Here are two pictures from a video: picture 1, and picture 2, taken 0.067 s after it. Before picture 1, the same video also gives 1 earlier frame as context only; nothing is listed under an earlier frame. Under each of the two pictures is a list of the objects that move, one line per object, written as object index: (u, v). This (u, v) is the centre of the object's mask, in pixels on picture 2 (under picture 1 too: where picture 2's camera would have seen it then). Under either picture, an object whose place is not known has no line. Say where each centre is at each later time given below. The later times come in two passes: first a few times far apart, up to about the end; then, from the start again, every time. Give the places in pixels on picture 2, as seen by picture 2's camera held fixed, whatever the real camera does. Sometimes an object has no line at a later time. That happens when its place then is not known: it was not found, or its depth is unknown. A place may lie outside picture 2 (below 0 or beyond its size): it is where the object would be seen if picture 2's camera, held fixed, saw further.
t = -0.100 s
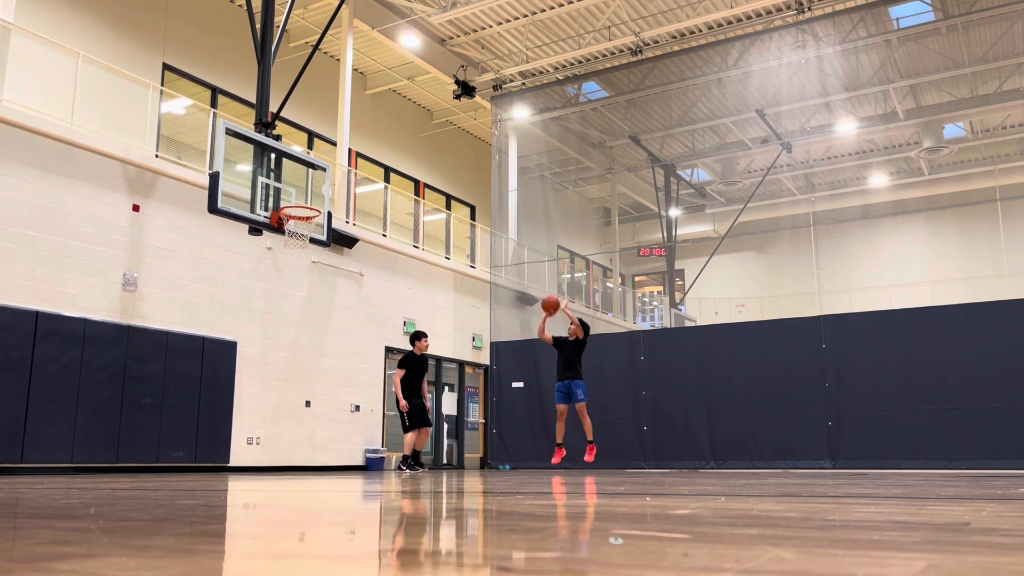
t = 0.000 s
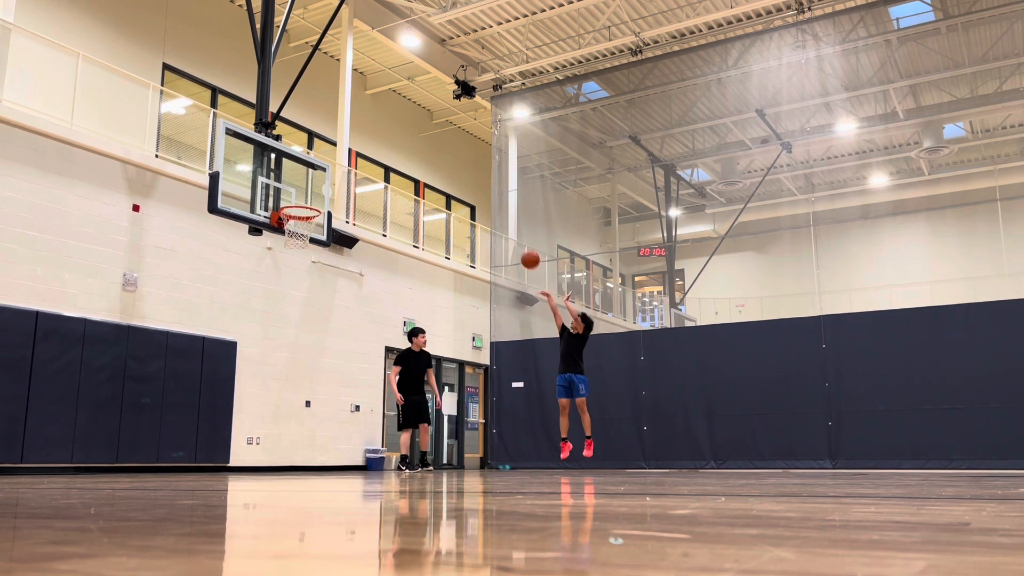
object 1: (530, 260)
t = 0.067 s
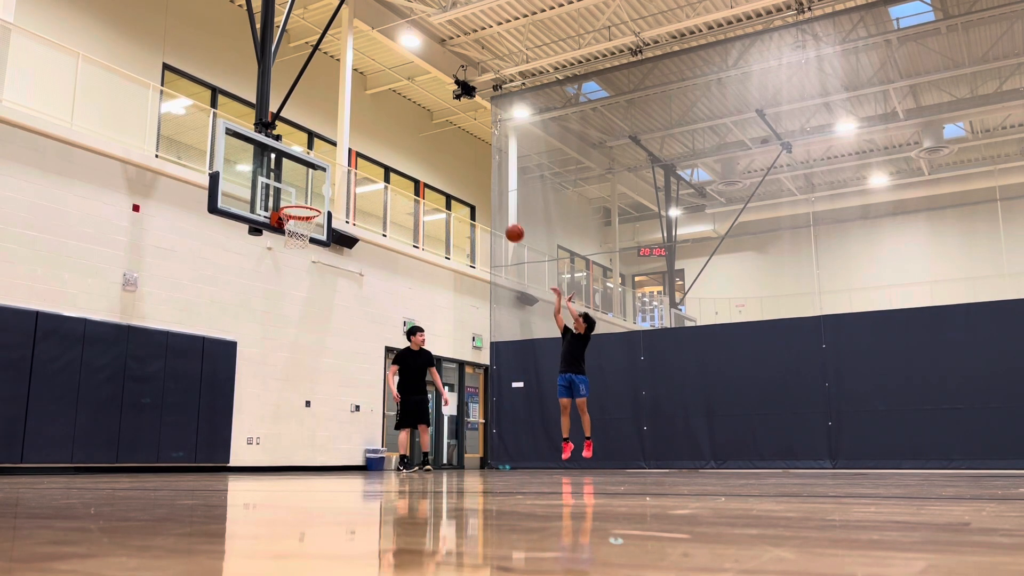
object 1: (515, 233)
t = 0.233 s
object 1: (476, 181)
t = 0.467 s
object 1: (421, 143)
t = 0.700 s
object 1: (364, 144)
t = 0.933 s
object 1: (304, 187)
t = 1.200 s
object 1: (310, 186)
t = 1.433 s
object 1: (305, 175)
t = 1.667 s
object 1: (301, 196)
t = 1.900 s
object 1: (309, 211)
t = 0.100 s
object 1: (507, 221)
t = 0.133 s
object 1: (499, 210)
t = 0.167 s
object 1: (491, 200)
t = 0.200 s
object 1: (483, 190)
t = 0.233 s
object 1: (476, 181)
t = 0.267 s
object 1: (468, 174)
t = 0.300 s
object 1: (460, 166)
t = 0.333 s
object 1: (452, 160)
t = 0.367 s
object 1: (444, 155)
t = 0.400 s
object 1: (437, 150)
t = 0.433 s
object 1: (429, 146)
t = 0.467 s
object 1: (421, 143)
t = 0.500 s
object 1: (413, 140)
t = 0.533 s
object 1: (405, 139)
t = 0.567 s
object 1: (397, 138)
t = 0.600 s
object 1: (389, 138)
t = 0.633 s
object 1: (380, 139)
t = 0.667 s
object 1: (372, 141)
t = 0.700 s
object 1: (364, 144)
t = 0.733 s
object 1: (356, 147)
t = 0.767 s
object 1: (347, 152)
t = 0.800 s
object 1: (339, 157)
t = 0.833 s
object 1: (330, 163)
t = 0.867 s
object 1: (321, 170)
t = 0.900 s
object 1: (313, 178)
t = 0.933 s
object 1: (304, 187)
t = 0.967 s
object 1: (295, 197)
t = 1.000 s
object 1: (288, 202)
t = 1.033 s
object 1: (299, 207)
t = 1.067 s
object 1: (310, 209)
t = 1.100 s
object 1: (311, 202)
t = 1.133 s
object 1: (311, 196)
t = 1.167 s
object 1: (310, 191)
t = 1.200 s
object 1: (310, 186)
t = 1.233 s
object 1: (309, 182)
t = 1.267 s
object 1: (308, 178)
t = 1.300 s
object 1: (308, 176)
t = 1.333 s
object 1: (307, 175)
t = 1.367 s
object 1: (306, 174)
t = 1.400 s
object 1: (306, 174)
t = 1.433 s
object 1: (305, 175)
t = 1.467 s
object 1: (304, 178)
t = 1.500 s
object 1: (303, 181)
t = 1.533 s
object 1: (302, 185)
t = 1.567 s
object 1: (301, 189)
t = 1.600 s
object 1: (300, 195)
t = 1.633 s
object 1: (300, 197)
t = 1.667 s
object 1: (301, 196)
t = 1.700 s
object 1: (303, 196)
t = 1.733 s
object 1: (304, 197)
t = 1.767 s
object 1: (305, 197)
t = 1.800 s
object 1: (306, 199)
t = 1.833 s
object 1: (307, 203)
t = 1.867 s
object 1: (308, 207)
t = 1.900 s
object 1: (309, 211)
